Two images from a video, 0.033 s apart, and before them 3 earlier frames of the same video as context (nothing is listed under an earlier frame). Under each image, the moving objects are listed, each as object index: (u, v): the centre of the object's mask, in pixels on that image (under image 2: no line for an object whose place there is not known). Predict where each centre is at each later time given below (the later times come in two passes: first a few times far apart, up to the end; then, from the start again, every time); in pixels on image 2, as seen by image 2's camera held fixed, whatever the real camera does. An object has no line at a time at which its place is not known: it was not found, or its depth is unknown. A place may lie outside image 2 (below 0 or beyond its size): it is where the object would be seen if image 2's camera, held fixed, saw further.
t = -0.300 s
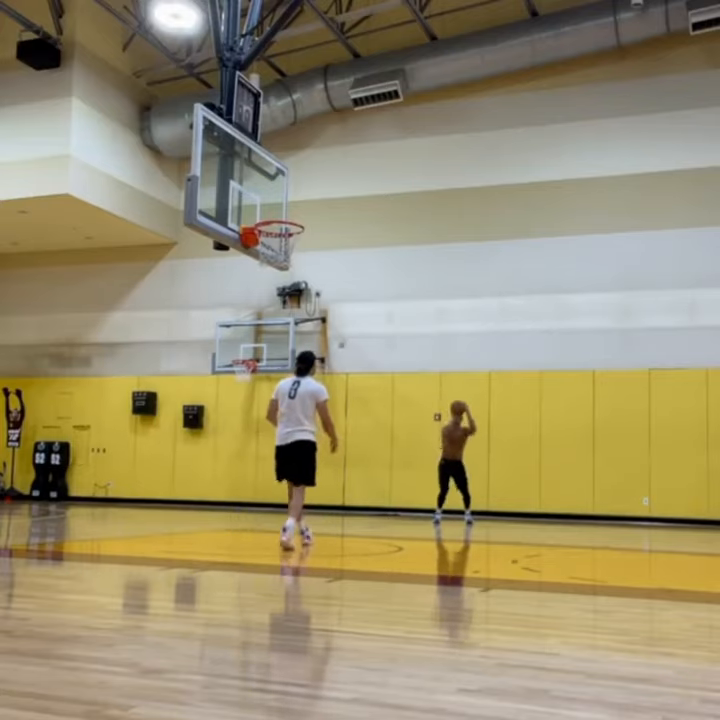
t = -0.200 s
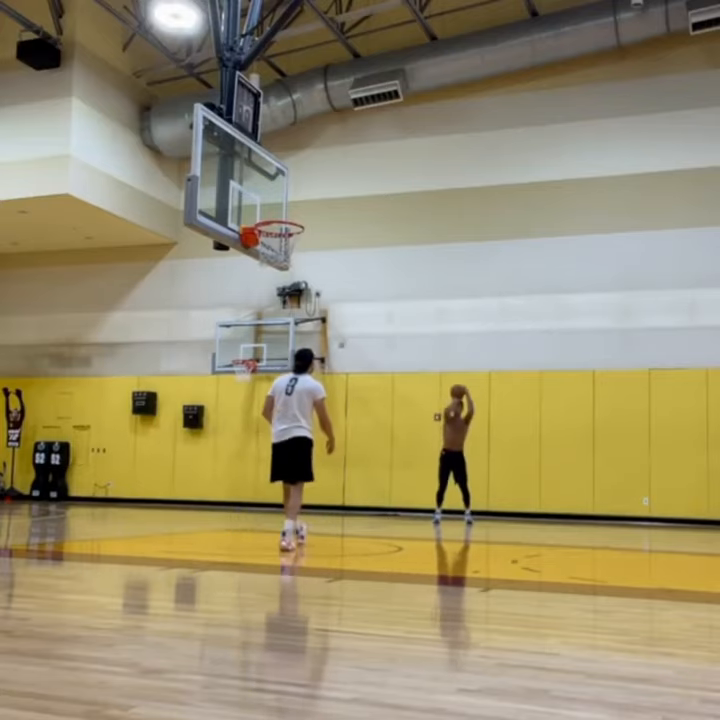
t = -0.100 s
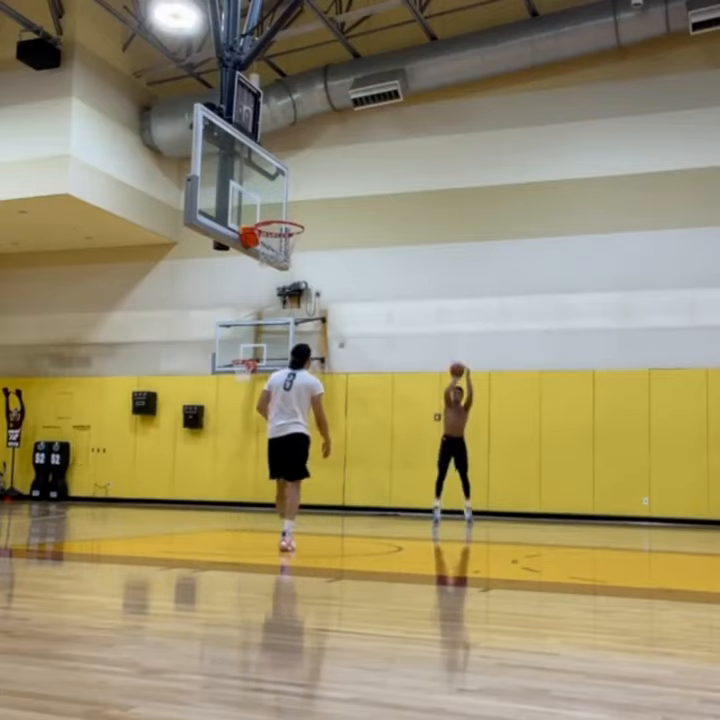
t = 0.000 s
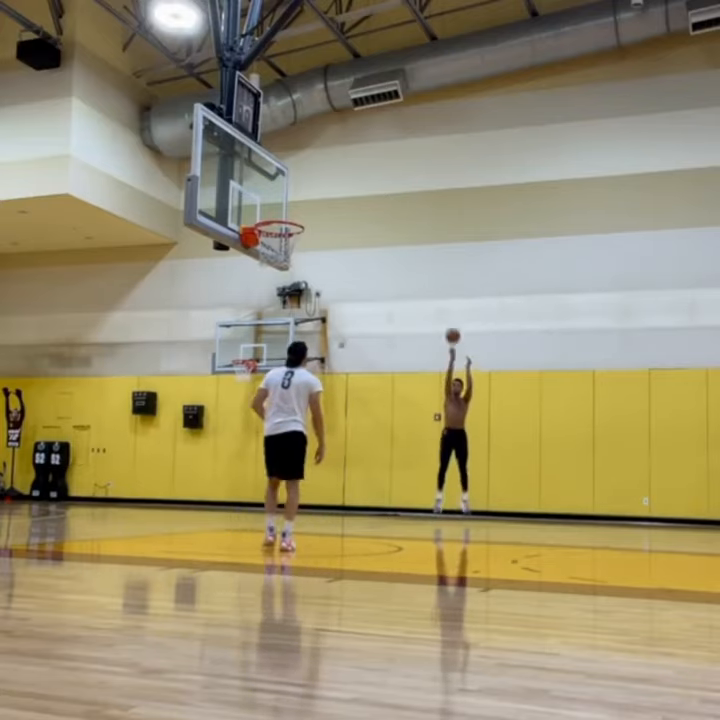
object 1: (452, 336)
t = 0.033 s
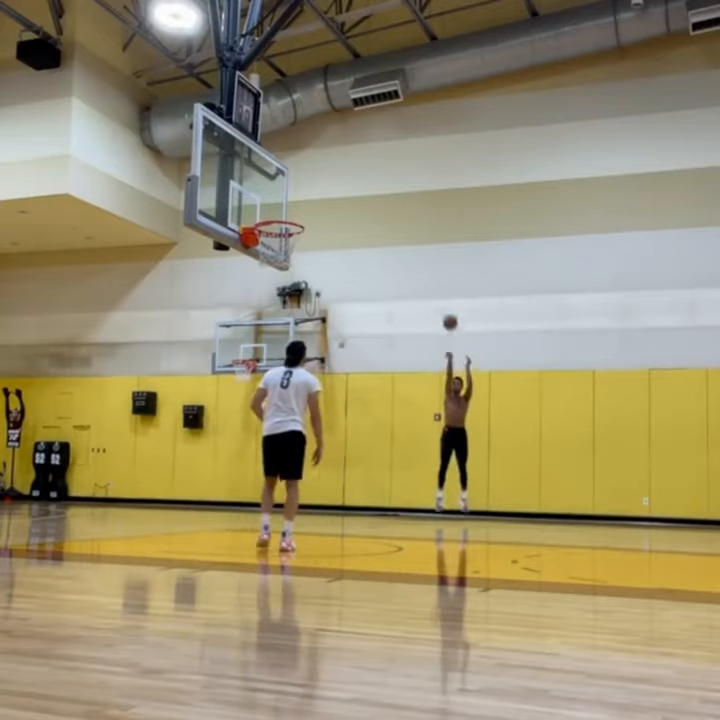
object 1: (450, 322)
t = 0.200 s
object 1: (435, 263)
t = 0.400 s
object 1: (415, 207)
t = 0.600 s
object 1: (390, 170)
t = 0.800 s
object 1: (360, 158)
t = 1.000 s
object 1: (323, 178)
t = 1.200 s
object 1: (276, 243)
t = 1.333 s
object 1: (258, 264)
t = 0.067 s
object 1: (447, 310)
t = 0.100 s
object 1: (444, 297)
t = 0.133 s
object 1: (441, 285)
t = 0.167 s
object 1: (438, 274)
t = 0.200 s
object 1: (435, 263)
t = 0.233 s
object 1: (432, 252)
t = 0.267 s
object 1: (429, 242)
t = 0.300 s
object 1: (425, 232)
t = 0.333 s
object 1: (422, 224)
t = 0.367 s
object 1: (419, 215)
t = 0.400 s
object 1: (415, 207)
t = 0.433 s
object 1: (411, 199)
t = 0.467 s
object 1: (407, 192)
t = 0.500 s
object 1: (403, 185)
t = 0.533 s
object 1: (399, 179)
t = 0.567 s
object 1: (395, 174)
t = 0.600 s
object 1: (390, 170)
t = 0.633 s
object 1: (386, 166)
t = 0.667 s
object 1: (381, 163)
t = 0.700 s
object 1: (376, 160)
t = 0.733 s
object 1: (371, 159)
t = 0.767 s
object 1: (366, 158)
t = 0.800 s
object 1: (360, 158)
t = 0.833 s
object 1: (355, 159)
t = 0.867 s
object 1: (349, 161)
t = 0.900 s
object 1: (343, 163)
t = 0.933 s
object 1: (336, 167)
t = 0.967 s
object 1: (330, 172)
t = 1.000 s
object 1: (323, 178)
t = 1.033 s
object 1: (315, 186)
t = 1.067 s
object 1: (308, 195)
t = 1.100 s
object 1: (300, 205)
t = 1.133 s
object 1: (292, 215)
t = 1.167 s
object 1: (285, 229)
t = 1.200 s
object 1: (276, 243)
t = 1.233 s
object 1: (270, 248)
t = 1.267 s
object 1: (266, 252)
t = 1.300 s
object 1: (262, 256)
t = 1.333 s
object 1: (258, 264)
